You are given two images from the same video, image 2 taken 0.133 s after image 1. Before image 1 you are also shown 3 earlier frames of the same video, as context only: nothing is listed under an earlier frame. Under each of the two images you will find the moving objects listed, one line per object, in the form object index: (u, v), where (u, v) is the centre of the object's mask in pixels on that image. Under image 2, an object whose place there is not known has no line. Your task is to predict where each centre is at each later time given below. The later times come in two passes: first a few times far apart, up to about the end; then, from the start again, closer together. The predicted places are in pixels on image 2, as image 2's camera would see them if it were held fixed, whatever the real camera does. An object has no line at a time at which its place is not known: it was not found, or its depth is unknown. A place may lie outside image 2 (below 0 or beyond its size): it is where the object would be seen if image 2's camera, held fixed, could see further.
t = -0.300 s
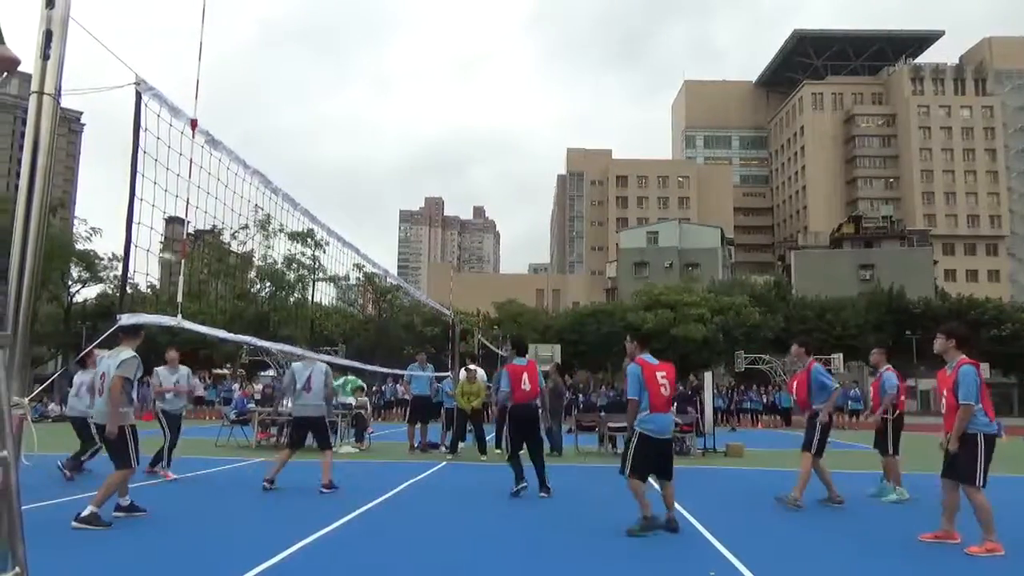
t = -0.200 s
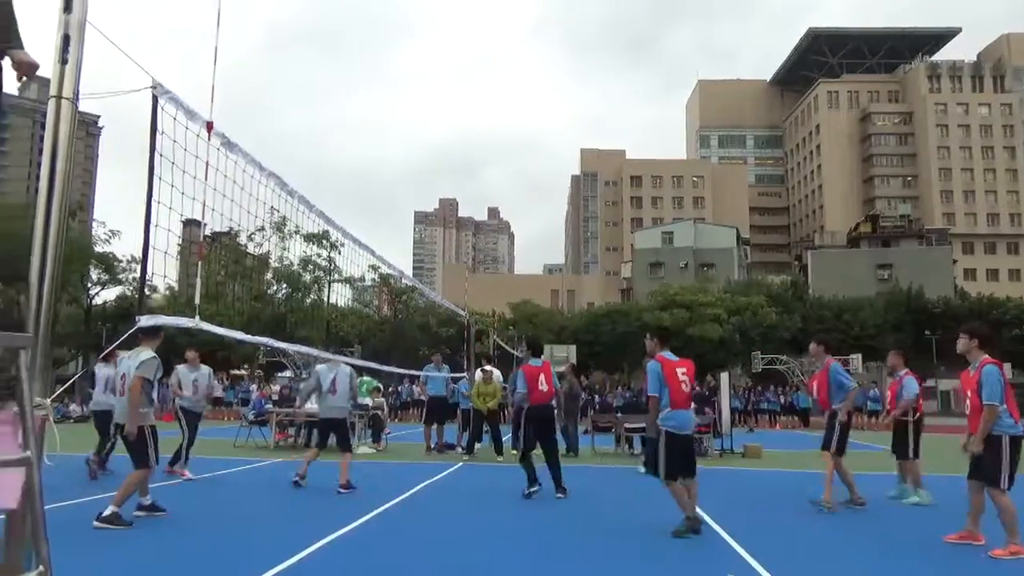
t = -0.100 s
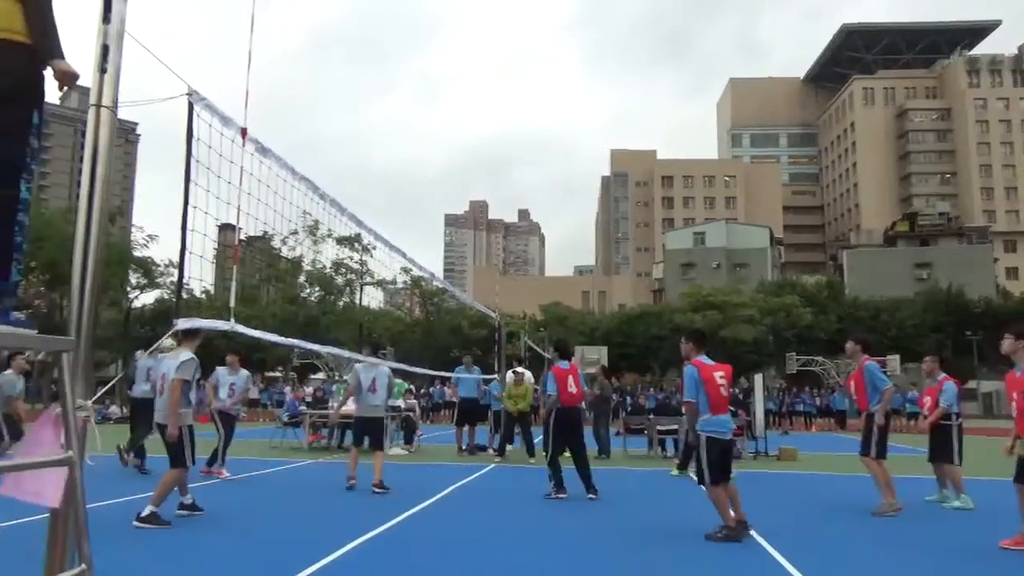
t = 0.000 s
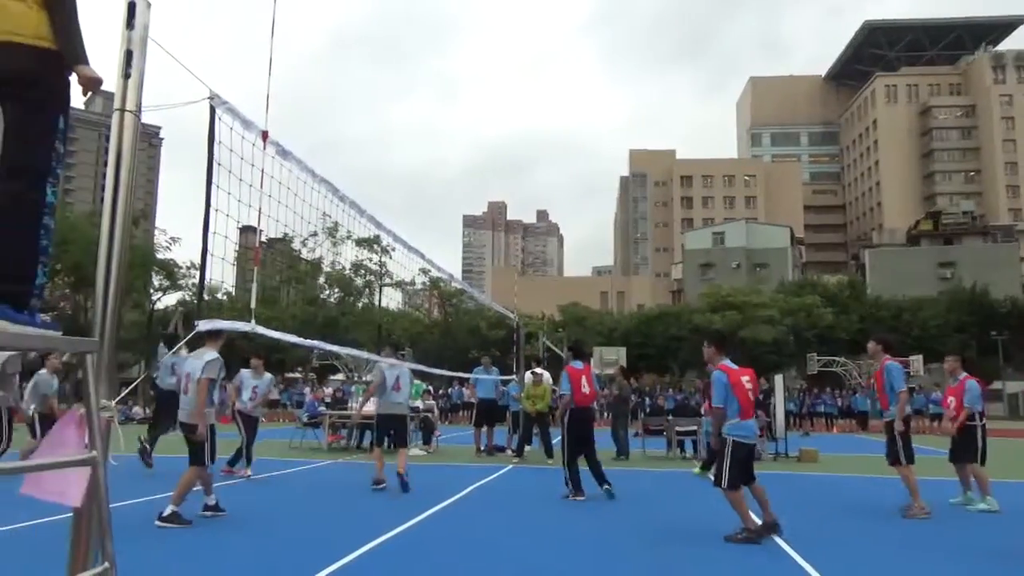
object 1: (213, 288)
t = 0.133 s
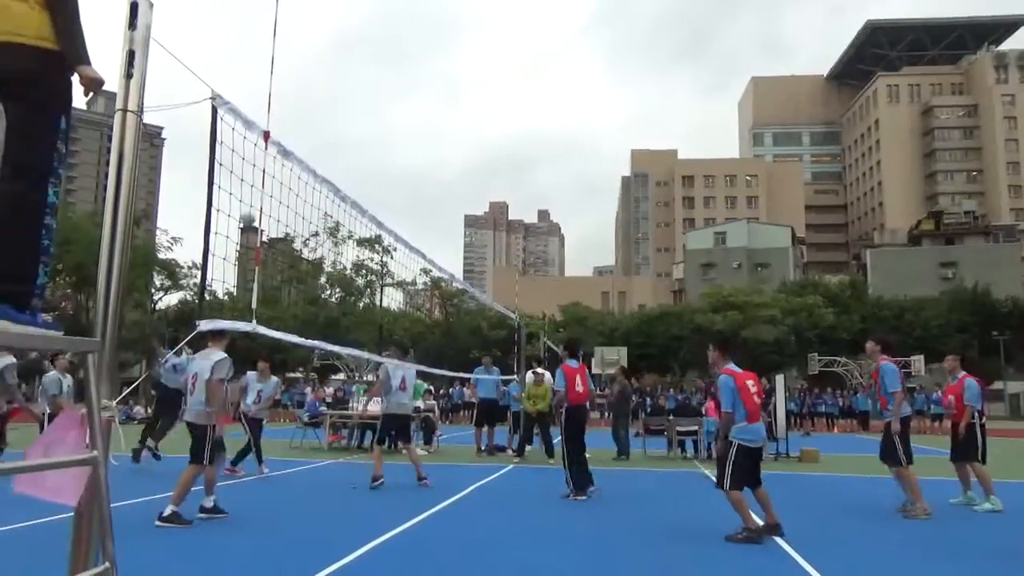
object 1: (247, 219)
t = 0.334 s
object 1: (296, 136)
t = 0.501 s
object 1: (337, 87)
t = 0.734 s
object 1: (398, 47)
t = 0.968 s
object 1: (458, 47)
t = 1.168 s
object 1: (511, 81)
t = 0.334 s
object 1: (296, 136)
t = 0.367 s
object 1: (303, 125)
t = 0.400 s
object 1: (311, 114)
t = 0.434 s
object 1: (320, 104)
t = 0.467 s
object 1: (328, 95)
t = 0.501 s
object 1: (337, 87)
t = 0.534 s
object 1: (346, 79)
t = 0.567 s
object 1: (355, 72)
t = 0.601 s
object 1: (364, 65)
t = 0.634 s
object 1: (373, 60)
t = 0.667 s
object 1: (381, 55)
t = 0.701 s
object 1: (389, 51)
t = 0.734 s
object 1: (398, 47)
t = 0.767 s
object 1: (407, 45)
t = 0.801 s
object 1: (415, 43)
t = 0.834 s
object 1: (424, 42)
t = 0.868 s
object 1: (432, 42)
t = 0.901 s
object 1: (441, 43)
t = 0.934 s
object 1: (450, 45)
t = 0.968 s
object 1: (458, 47)
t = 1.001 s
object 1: (466, 51)
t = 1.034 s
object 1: (474, 56)
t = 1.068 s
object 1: (484, 60)
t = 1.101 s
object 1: (493, 67)
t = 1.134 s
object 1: (502, 73)
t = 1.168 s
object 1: (511, 81)
